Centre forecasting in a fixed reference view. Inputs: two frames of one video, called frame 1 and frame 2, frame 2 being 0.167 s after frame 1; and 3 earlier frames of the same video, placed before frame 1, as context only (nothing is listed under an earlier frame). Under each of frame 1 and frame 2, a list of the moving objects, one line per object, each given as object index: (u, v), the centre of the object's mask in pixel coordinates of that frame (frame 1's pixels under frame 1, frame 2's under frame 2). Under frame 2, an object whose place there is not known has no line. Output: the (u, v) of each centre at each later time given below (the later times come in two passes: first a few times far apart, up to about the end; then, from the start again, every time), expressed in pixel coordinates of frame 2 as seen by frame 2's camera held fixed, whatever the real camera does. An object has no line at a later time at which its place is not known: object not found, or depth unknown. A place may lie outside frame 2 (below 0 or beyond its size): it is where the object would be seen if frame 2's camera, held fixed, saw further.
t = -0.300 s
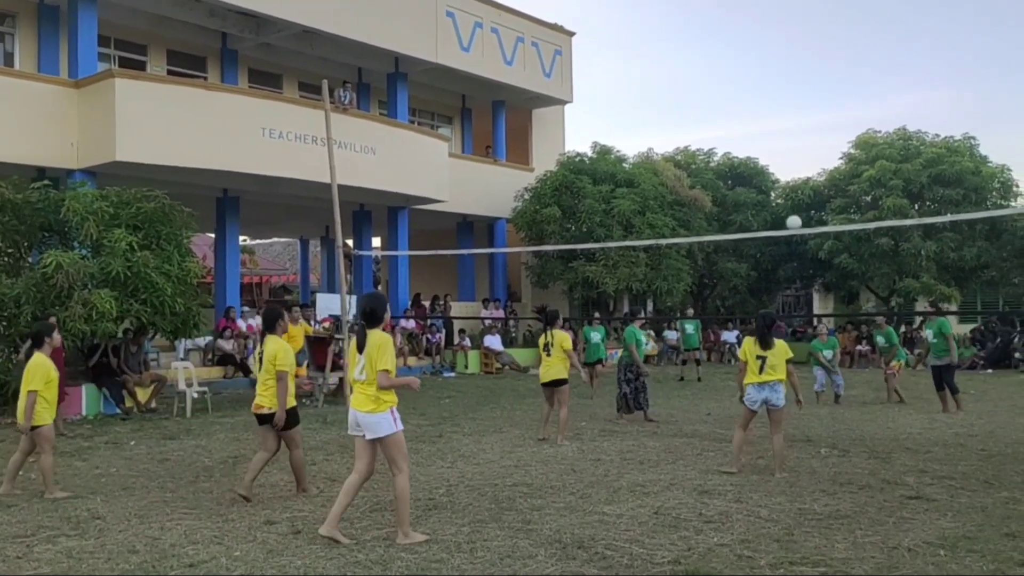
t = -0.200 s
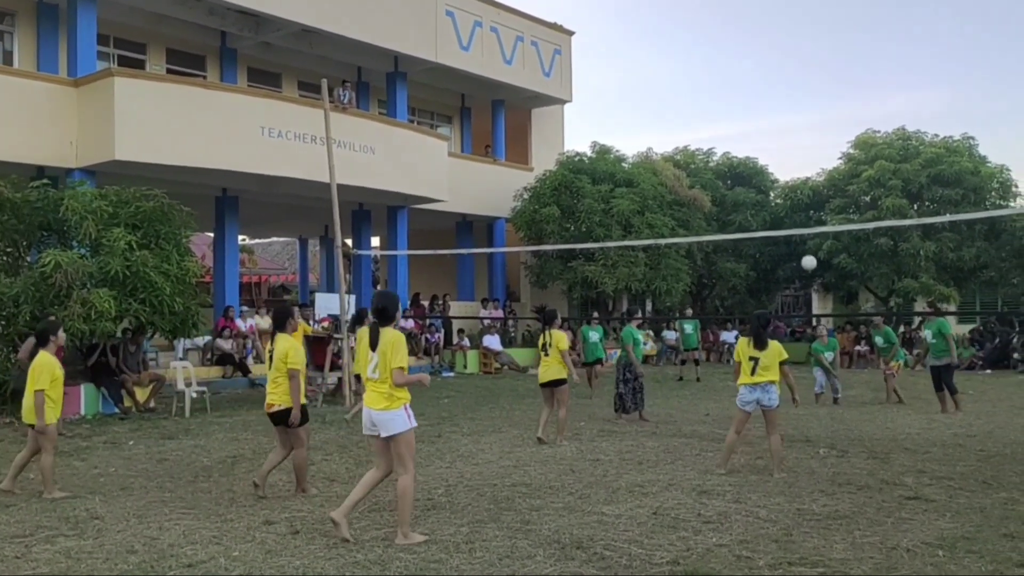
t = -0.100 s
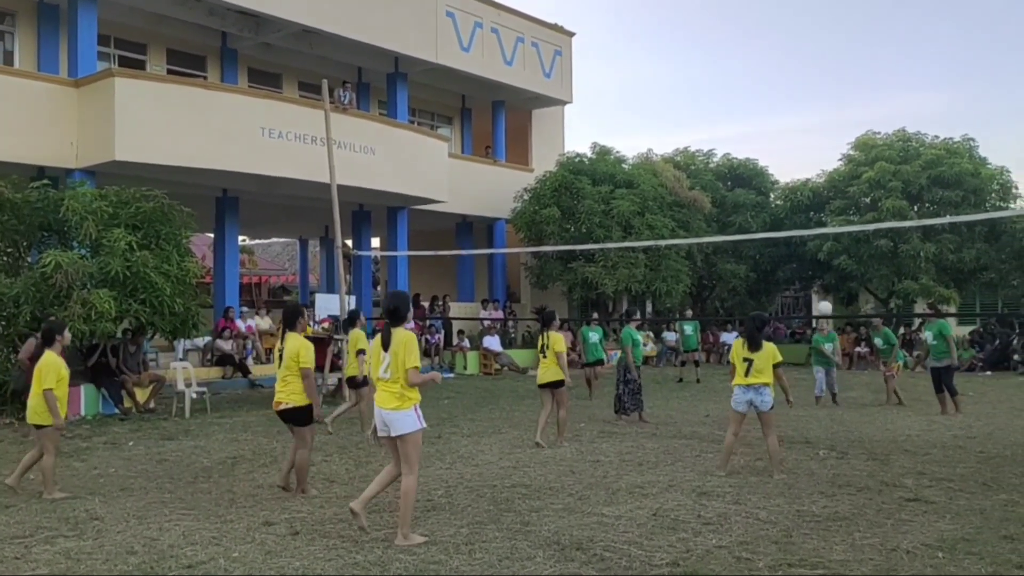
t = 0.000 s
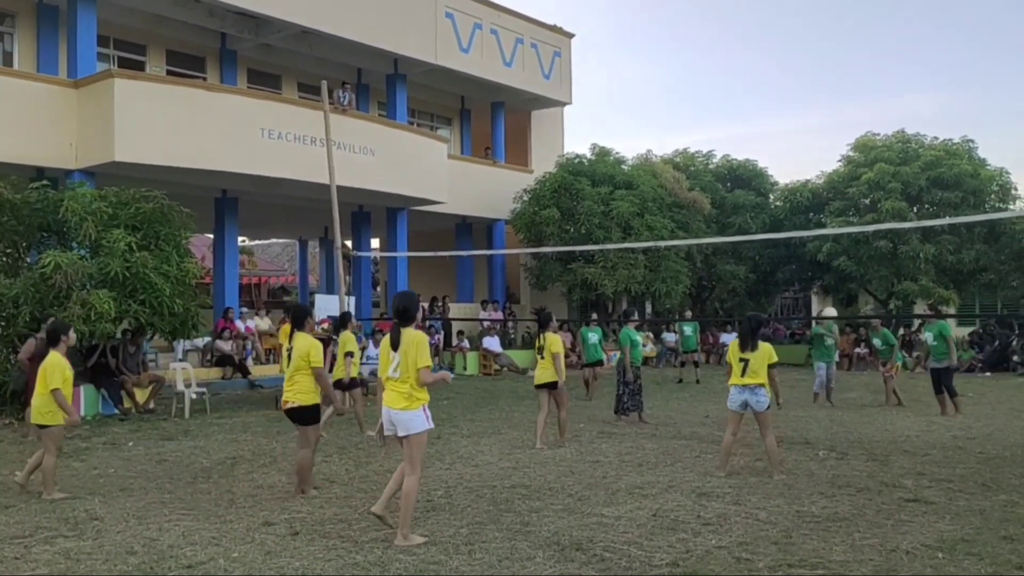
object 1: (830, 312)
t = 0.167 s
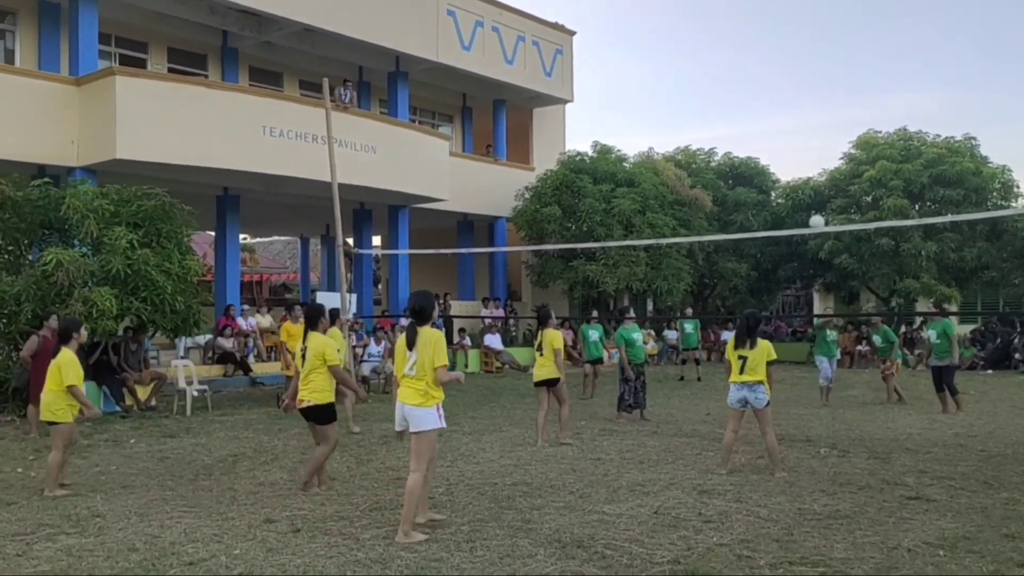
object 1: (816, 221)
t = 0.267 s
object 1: (809, 175)
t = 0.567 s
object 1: (785, 74)
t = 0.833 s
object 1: (763, 33)
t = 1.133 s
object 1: (737, 49)
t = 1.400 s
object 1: (714, 128)
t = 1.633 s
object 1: (693, 256)
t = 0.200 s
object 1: (814, 206)
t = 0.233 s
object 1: (811, 190)
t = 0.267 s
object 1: (809, 175)
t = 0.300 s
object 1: (806, 162)
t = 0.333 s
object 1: (803, 149)
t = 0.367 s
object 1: (801, 136)
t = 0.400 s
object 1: (798, 124)
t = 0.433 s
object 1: (795, 113)
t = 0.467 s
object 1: (793, 102)
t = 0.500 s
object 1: (790, 92)
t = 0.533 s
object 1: (787, 83)
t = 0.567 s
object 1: (785, 74)
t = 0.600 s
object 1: (782, 66)
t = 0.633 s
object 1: (779, 59)
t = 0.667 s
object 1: (777, 53)
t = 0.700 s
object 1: (774, 47)
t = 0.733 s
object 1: (771, 42)
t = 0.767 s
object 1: (769, 38)
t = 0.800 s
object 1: (766, 35)
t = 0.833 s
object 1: (763, 33)
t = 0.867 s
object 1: (760, 30)
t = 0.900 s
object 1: (757, 30)
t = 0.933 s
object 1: (755, 29)
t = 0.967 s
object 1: (751, 31)
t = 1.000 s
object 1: (748, 33)
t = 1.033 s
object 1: (746, 35)
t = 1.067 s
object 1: (743, 38)
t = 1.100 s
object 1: (740, 43)
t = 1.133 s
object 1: (737, 49)
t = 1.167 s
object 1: (734, 55)
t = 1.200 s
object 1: (731, 62)
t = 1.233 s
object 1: (728, 71)
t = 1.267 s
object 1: (725, 80)
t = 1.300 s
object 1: (722, 91)
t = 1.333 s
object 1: (719, 102)
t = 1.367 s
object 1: (717, 115)
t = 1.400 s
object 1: (714, 128)
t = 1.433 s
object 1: (710, 144)
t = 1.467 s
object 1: (708, 158)
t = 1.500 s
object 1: (705, 176)
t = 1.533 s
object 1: (702, 194)
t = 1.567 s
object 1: (699, 213)
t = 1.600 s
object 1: (696, 233)
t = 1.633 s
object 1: (693, 256)
